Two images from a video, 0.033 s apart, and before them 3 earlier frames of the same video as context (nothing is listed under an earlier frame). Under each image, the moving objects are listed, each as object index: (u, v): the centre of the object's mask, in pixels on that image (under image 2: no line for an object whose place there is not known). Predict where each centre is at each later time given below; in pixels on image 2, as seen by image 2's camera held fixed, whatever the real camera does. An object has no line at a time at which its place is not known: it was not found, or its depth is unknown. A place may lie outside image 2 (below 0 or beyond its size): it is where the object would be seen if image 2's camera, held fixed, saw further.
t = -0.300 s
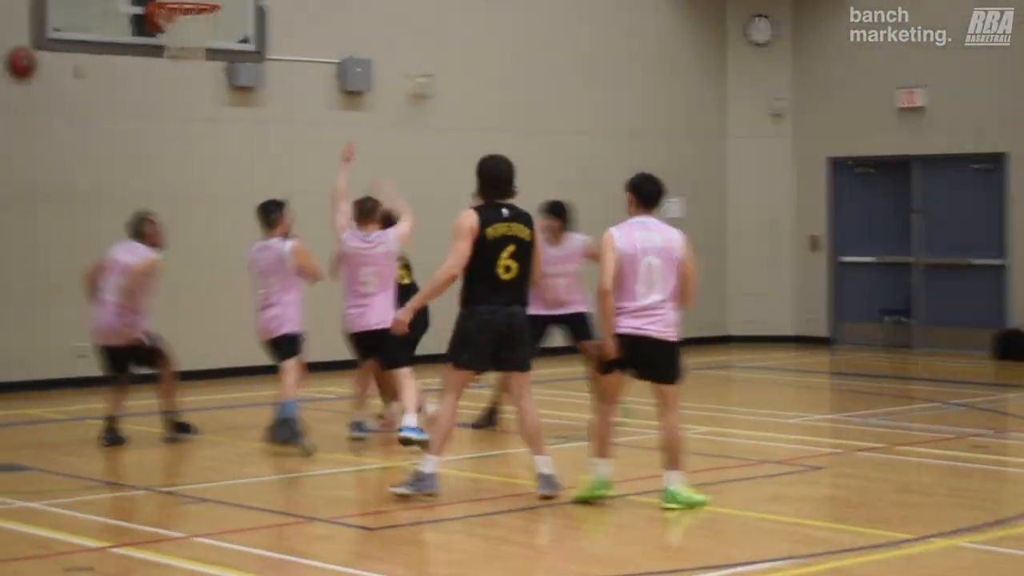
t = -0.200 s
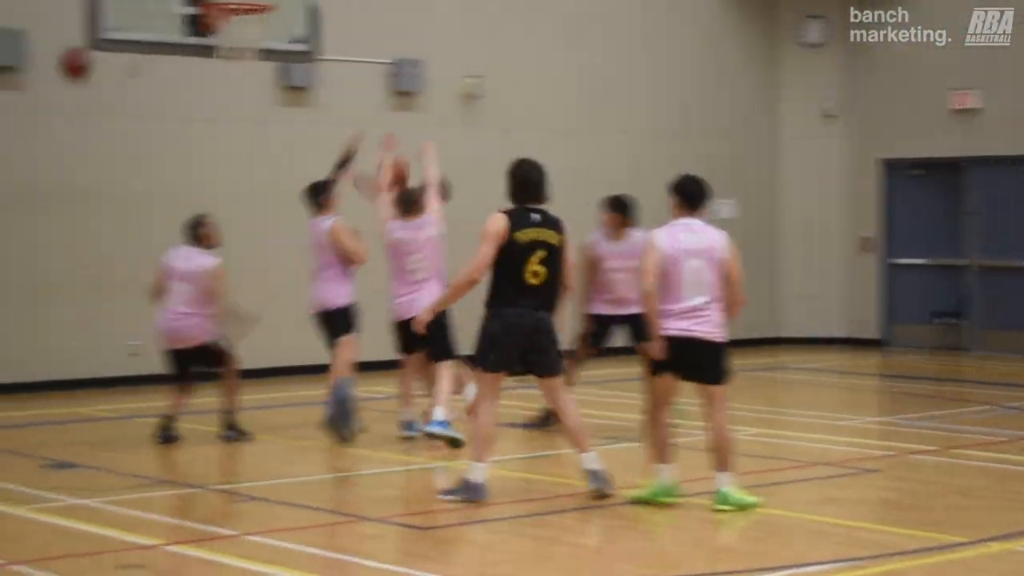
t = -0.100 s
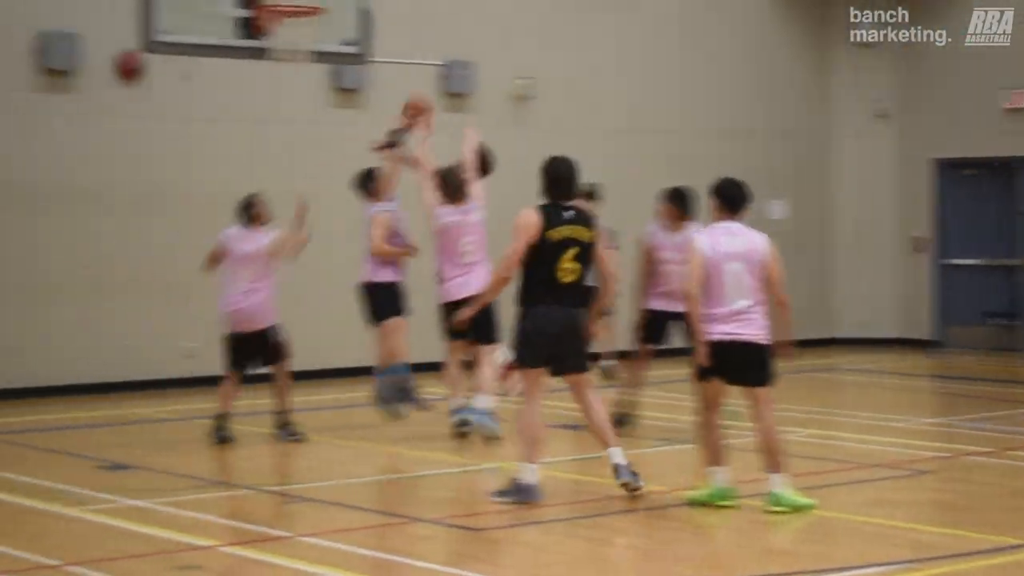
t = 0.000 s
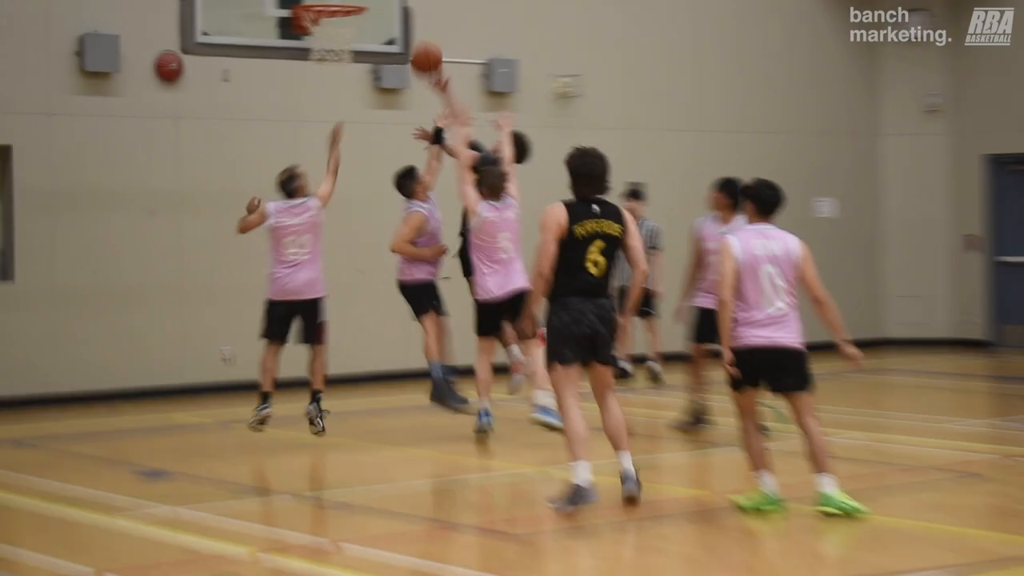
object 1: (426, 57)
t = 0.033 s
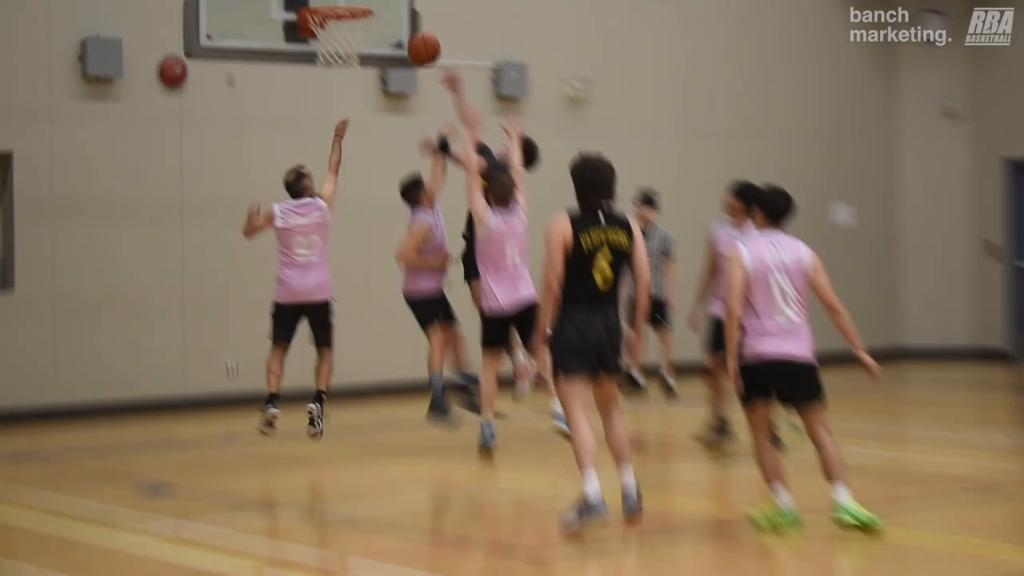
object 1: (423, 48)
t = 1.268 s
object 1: (323, 106)
